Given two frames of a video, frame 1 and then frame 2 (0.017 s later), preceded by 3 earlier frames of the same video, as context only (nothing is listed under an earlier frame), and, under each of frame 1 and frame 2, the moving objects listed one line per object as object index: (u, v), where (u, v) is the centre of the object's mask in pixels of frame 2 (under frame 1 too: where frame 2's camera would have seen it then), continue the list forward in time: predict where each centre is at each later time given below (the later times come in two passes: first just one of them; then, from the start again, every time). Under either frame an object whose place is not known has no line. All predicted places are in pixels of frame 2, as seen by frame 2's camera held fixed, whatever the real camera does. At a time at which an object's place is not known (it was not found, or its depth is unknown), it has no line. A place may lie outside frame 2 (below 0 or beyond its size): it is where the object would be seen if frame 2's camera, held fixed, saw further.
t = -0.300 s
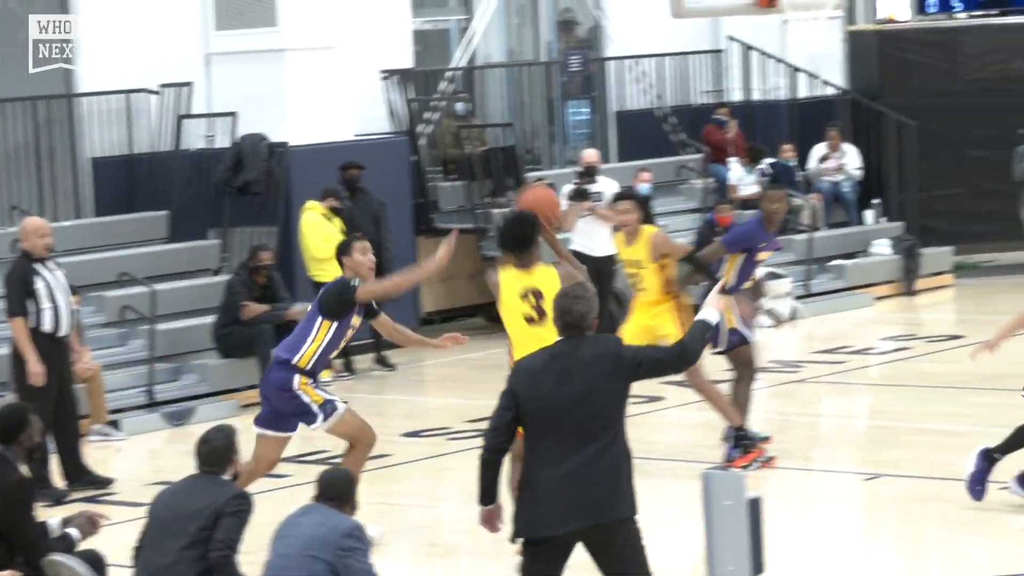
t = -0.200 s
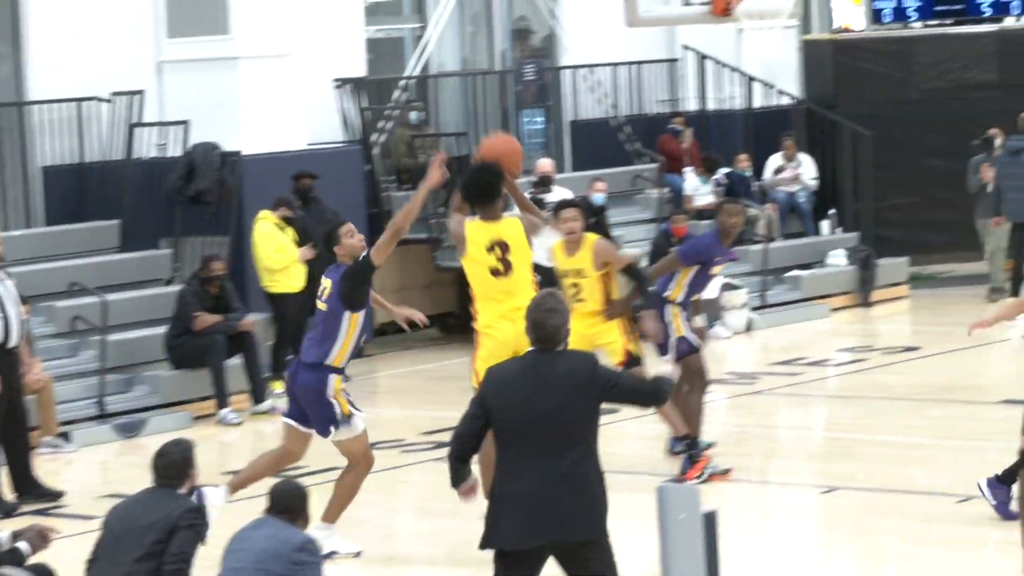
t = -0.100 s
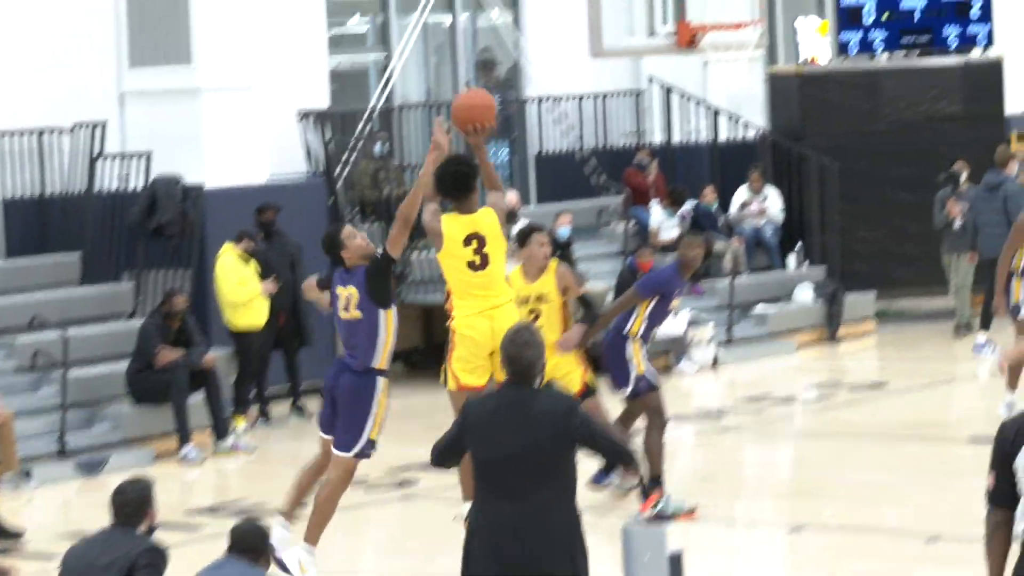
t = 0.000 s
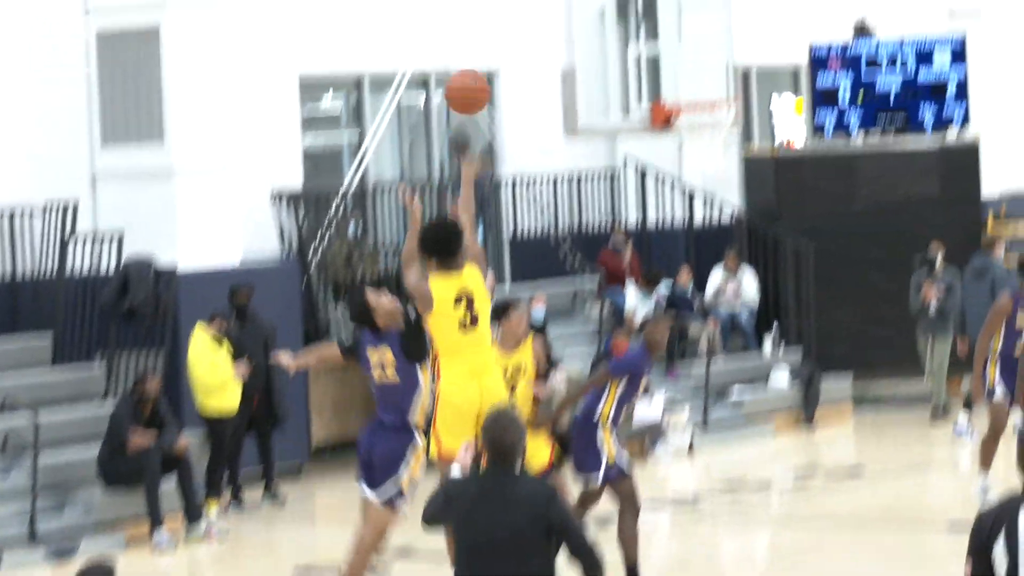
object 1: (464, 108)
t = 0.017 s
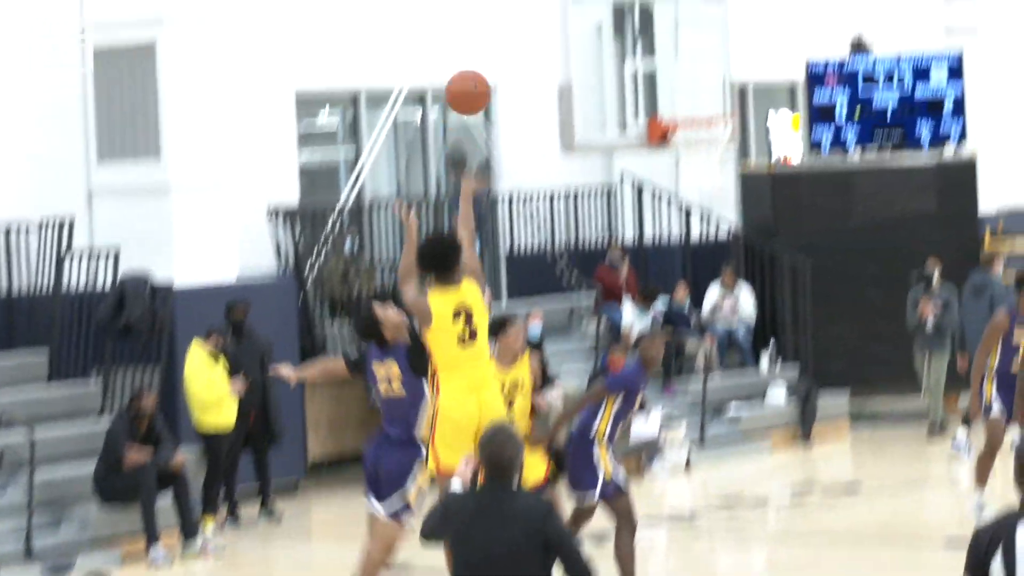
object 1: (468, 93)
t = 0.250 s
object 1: (522, -60)
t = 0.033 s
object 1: (472, 78)
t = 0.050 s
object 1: (476, 64)
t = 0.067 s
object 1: (480, 51)
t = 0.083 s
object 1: (484, 38)
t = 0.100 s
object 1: (488, 26)
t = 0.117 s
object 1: (492, 14)
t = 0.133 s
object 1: (495, 2)
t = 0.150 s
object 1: (499, -8)
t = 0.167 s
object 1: (503, -19)
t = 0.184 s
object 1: (506, -29)
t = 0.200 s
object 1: (510, -37)
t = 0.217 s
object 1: (514, -45)
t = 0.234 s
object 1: (518, -53)
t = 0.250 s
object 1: (522, -60)
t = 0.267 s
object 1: (526, -66)
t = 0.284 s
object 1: (530, -72)
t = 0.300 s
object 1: (533, -77)
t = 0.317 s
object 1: (537, -82)
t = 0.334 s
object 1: (541, -86)
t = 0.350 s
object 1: (545, -90)
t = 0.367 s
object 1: (549, -93)
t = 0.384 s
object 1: (553, -96)
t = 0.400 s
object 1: (557, -98)
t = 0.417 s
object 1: (561, -100)
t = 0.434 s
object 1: (565, -101)
